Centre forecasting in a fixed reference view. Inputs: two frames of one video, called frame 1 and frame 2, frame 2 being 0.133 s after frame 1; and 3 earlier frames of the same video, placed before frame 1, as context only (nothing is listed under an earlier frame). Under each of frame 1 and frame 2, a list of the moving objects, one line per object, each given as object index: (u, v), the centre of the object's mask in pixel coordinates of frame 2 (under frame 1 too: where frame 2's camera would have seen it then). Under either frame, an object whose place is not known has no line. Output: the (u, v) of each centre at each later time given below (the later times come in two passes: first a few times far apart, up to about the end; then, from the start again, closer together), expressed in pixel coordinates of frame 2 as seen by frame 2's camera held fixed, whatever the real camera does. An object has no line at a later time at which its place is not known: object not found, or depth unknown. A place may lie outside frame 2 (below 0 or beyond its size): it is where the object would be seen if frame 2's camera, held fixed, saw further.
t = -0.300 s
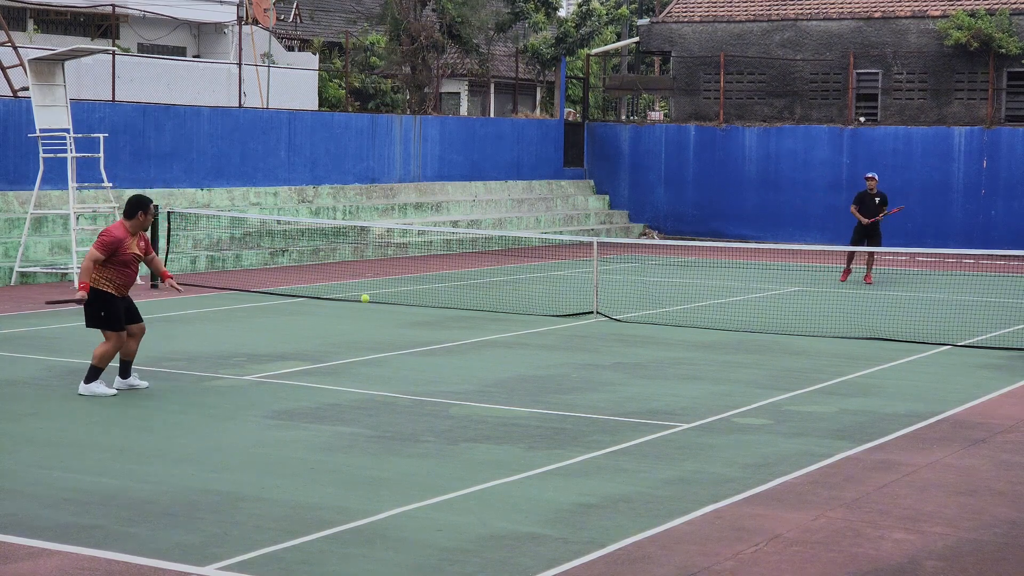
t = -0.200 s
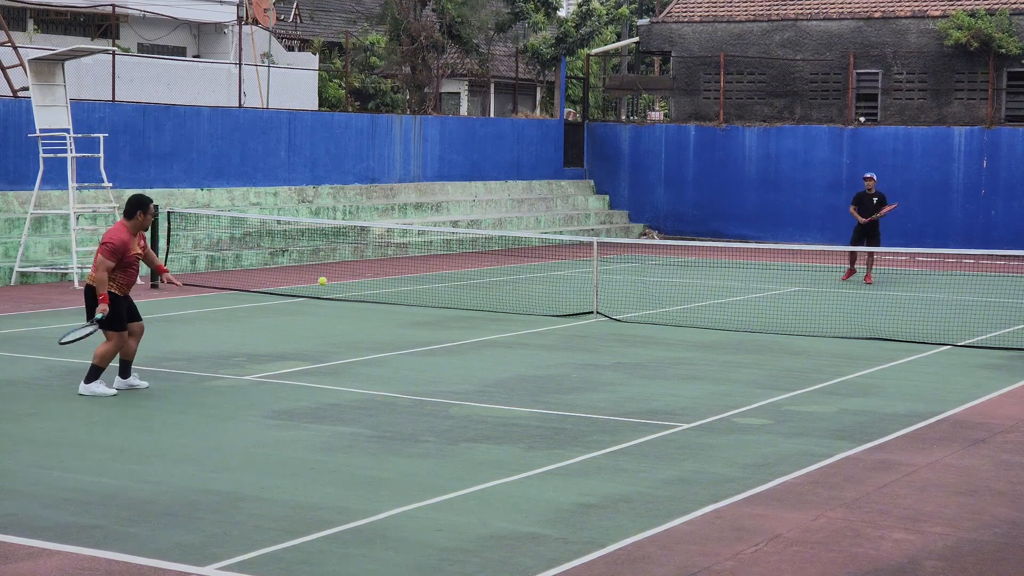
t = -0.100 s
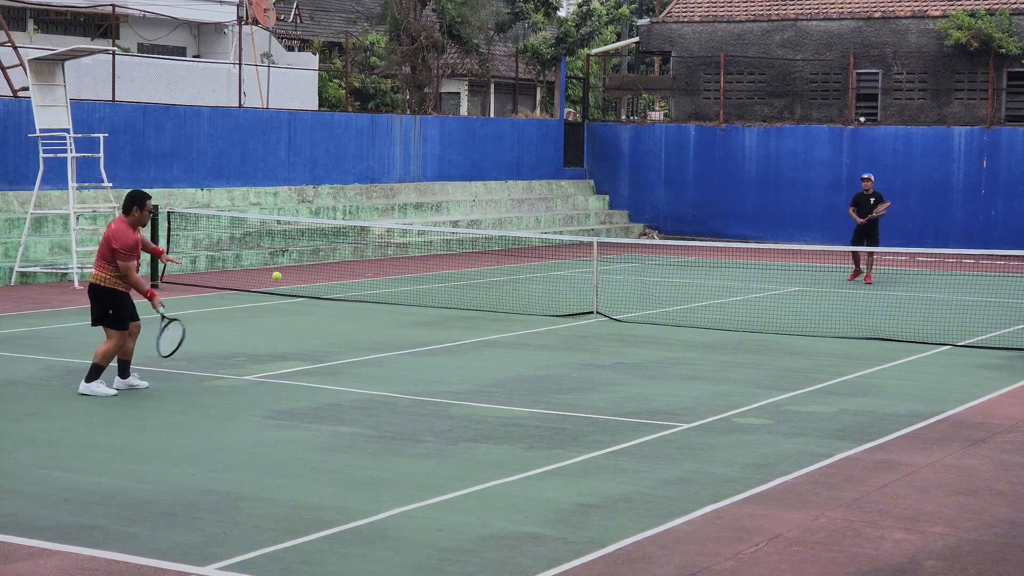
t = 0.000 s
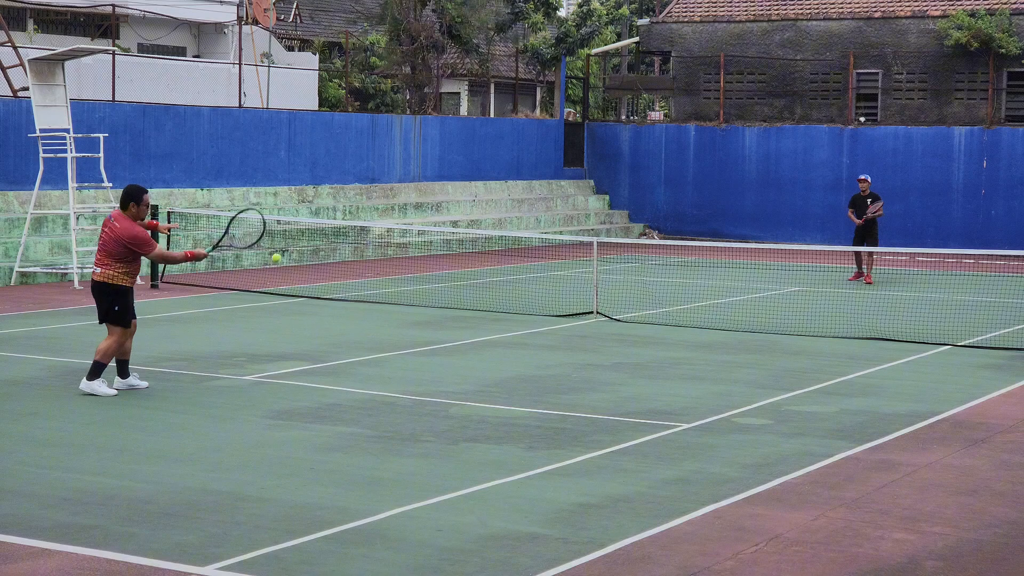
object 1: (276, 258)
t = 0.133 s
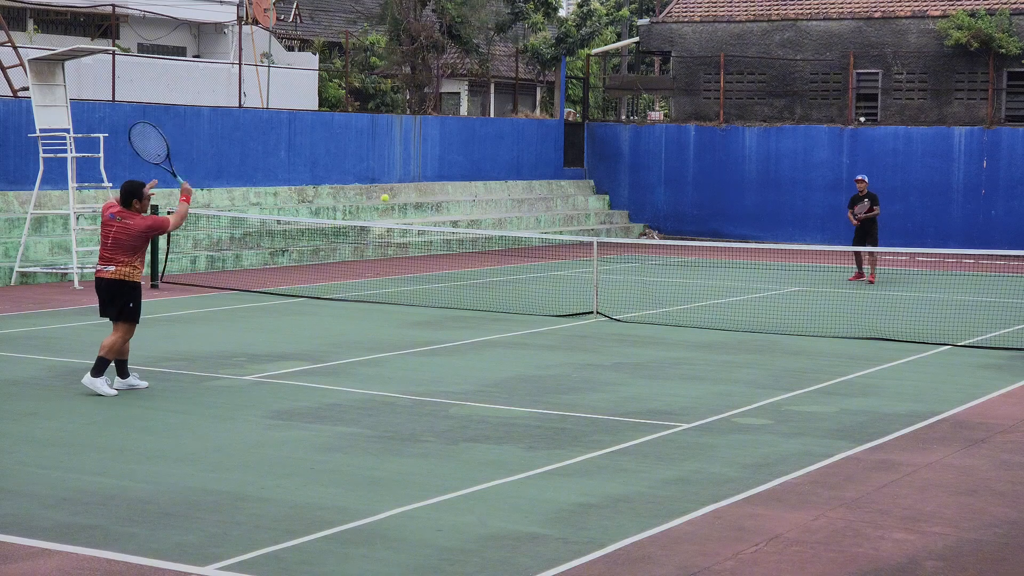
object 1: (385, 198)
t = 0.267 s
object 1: (470, 171)
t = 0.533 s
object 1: (594, 181)
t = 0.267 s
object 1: (470, 171)
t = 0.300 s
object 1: (489, 168)
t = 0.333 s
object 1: (506, 167)
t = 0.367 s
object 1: (523, 166)
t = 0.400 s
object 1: (539, 167)
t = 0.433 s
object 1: (554, 169)
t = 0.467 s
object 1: (568, 172)
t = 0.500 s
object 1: (582, 176)
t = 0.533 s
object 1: (594, 181)
